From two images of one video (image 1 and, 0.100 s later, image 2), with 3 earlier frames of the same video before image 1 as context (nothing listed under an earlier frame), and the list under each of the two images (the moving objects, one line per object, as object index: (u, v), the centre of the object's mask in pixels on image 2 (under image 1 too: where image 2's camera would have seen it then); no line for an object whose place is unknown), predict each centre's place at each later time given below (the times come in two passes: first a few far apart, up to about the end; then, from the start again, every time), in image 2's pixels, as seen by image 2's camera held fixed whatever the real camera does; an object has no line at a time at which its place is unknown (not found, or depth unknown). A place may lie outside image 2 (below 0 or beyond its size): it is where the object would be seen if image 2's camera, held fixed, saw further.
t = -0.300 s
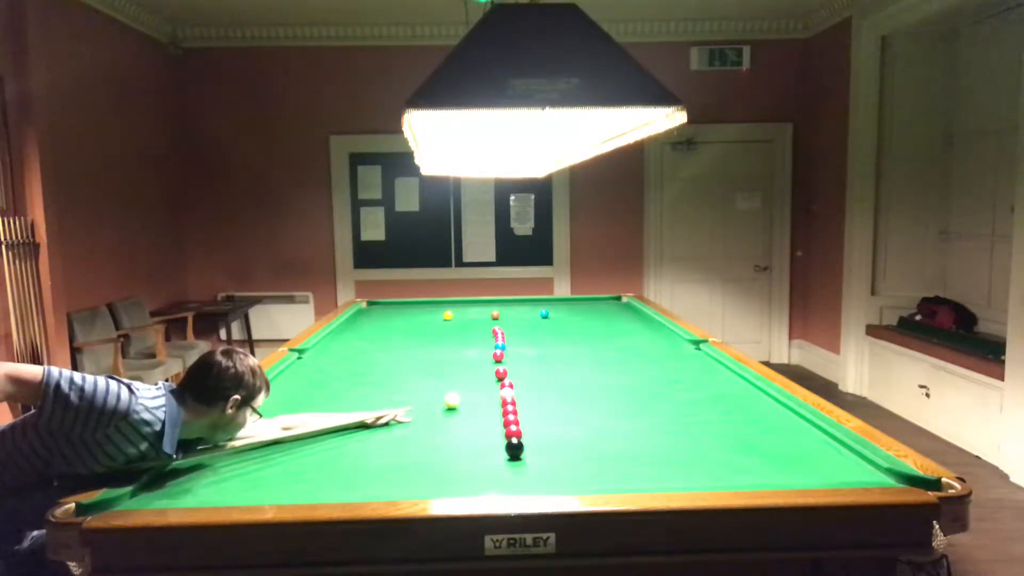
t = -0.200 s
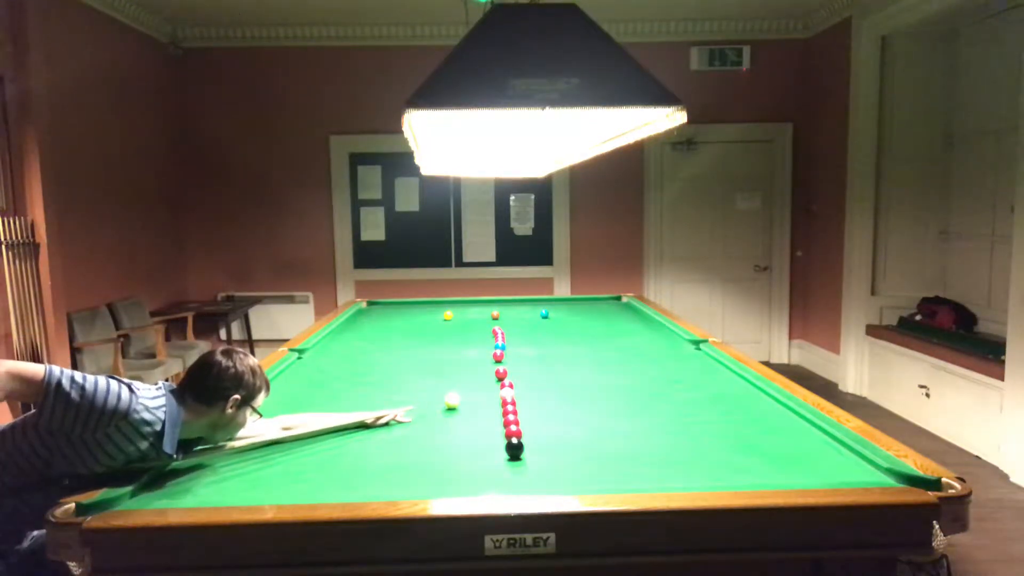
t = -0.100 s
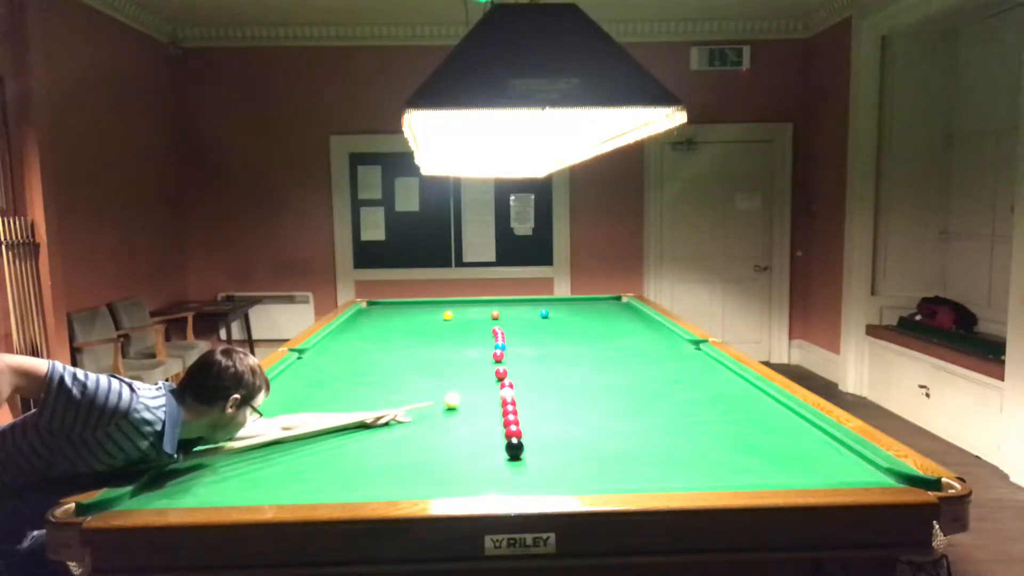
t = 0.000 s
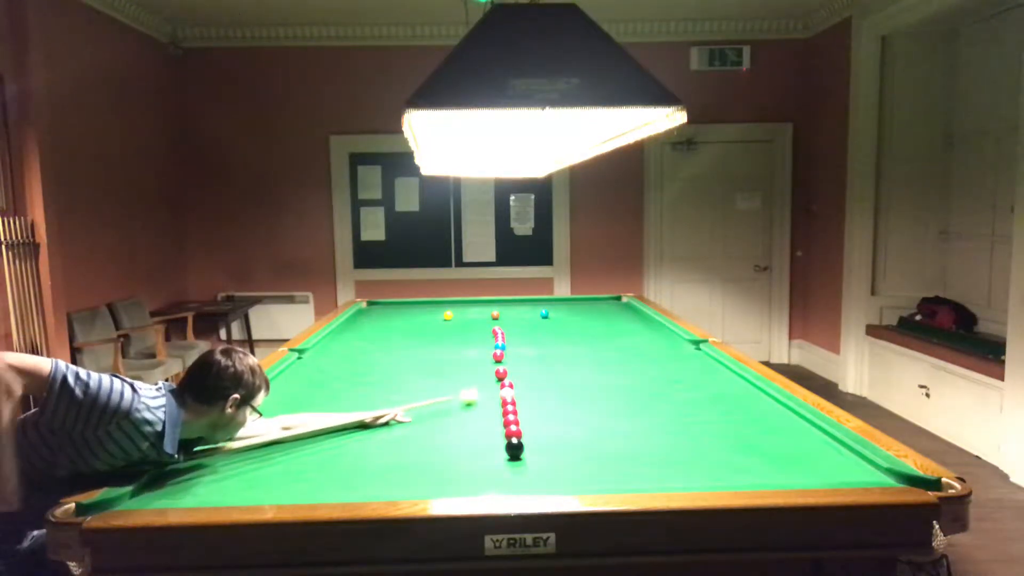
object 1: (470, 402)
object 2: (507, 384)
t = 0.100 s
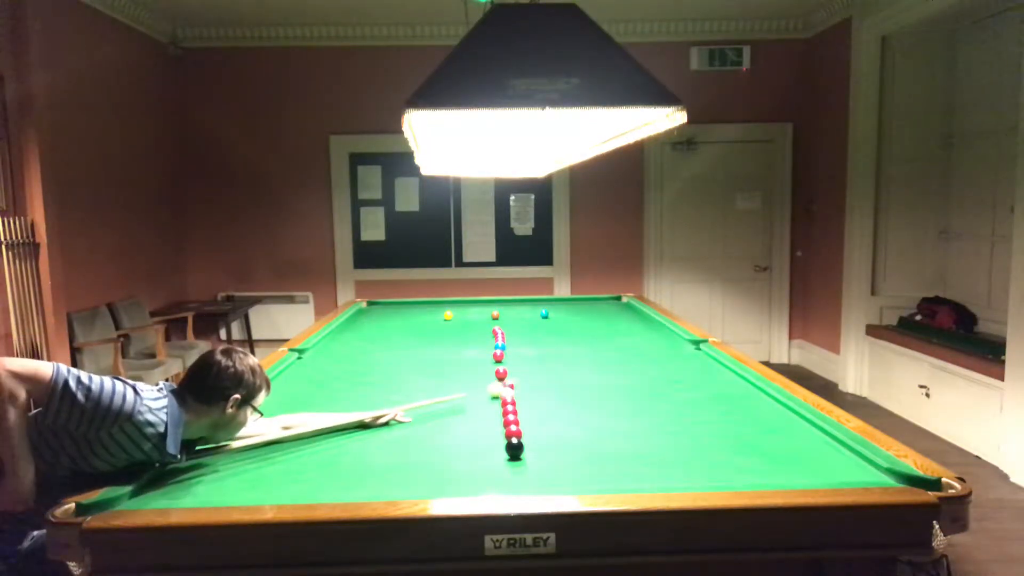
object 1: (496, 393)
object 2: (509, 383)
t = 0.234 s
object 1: (500, 392)
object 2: (536, 380)
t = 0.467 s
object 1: (510, 391)
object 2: (571, 372)
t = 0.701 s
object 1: (526, 386)
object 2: (601, 365)
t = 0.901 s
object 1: (535, 383)
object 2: (625, 359)
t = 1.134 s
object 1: (545, 379)
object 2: (649, 353)
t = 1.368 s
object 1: (553, 376)
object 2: (672, 348)
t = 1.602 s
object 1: (561, 375)
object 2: (693, 343)
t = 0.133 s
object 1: (497, 393)
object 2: (516, 385)
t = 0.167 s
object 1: (497, 392)
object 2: (524, 383)
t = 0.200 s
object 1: (499, 392)
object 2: (530, 382)
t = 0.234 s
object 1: (500, 392)
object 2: (536, 380)
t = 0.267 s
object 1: (502, 391)
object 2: (541, 379)
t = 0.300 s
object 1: (503, 391)
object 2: (546, 378)
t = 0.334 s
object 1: (505, 391)
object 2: (552, 377)
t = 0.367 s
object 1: (506, 391)
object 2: (556, 375)
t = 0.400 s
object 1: (507, 391)
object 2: (561, 374)
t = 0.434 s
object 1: (509, 391)
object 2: (566, 373)
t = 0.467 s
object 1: (510, 391)
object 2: (571, 372)
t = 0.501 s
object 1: (510, 391)
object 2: (575, 371)
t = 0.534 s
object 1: (518, 388)
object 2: (580, 370)
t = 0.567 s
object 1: (520, 387)
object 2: (584, 368)
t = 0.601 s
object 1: (518, 385)
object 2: (588, 367)
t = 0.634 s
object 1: (517, 388)
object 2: (593, 366)
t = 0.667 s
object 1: (525, 386)
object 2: (597, 365)
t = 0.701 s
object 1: (526, 386)
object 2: (601, 365)
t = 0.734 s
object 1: (528, 386)
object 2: (605, 364)
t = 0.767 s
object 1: (530, 386)
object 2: (609, 363)
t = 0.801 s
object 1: (531, 386)
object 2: (613, 362)
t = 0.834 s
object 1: (533, 386)
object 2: (617, 361)
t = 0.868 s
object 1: (534, 385)
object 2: (621, 360)
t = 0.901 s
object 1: (535, 383)
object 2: (625, 359)
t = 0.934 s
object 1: (537, 383)
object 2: (628, 358)
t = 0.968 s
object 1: (538, 382)
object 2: (632, 357)
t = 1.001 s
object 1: (540, 382)
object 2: (635, 356)
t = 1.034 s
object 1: (542, 381)
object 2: (639, 355)
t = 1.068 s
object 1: (543, 380)
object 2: (642, 354)
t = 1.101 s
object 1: (544, 380)
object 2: (646, 354)
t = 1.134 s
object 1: (545, 379)
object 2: (649, 353)
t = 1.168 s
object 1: (546, 378)
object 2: (653, 352)
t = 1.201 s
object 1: (547, 378)
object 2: (656, 351)
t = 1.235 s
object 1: (548, 378)
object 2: (659, 351)
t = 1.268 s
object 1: (550, 377)
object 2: (662, 350)
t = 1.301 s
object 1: (551, 377)
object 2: (666, 349)
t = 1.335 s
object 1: (551, 377)
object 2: (669, 348)
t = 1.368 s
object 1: (553, 376)
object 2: (672, 348)
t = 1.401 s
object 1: (554, 376)
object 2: (675, 347)
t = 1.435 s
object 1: (555, 376)
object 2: (678, 347)
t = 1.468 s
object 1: (556, 376)
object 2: (681, 346)
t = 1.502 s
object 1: (557, 376)
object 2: (684, 345)
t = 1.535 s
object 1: (558, 375)
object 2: (687, 345)
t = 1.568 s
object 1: (560, 375)
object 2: (690, 344)
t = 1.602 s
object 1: (561, 375)
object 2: (693, 343)
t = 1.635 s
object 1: (562, 374)
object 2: (695, 343)
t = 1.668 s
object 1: (563, 374)
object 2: (697, 344)
